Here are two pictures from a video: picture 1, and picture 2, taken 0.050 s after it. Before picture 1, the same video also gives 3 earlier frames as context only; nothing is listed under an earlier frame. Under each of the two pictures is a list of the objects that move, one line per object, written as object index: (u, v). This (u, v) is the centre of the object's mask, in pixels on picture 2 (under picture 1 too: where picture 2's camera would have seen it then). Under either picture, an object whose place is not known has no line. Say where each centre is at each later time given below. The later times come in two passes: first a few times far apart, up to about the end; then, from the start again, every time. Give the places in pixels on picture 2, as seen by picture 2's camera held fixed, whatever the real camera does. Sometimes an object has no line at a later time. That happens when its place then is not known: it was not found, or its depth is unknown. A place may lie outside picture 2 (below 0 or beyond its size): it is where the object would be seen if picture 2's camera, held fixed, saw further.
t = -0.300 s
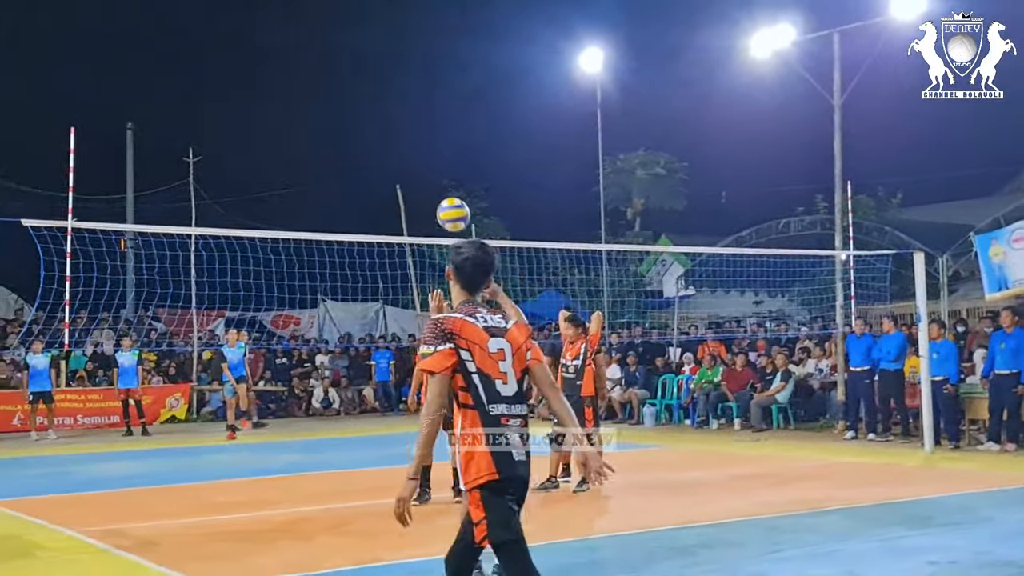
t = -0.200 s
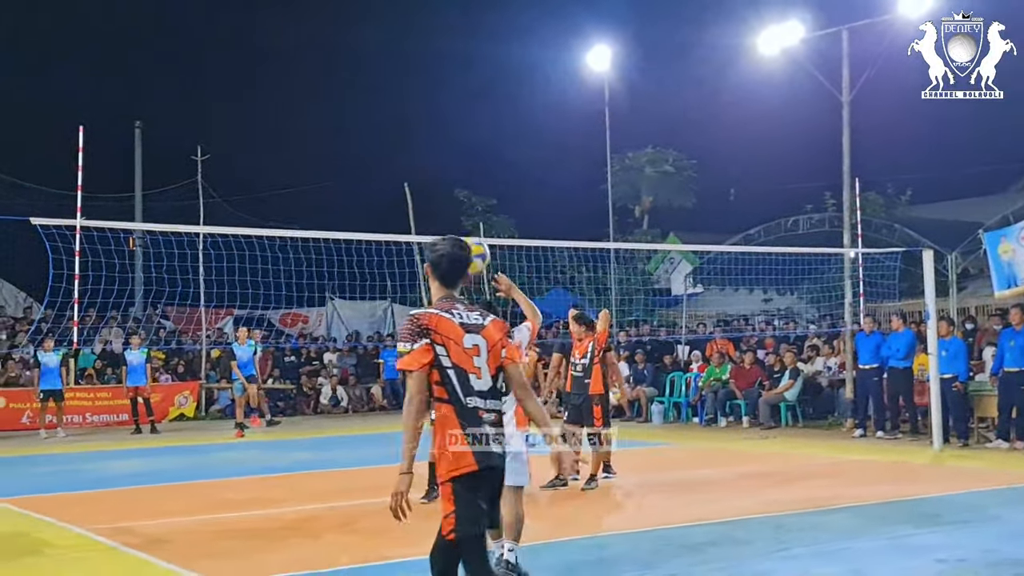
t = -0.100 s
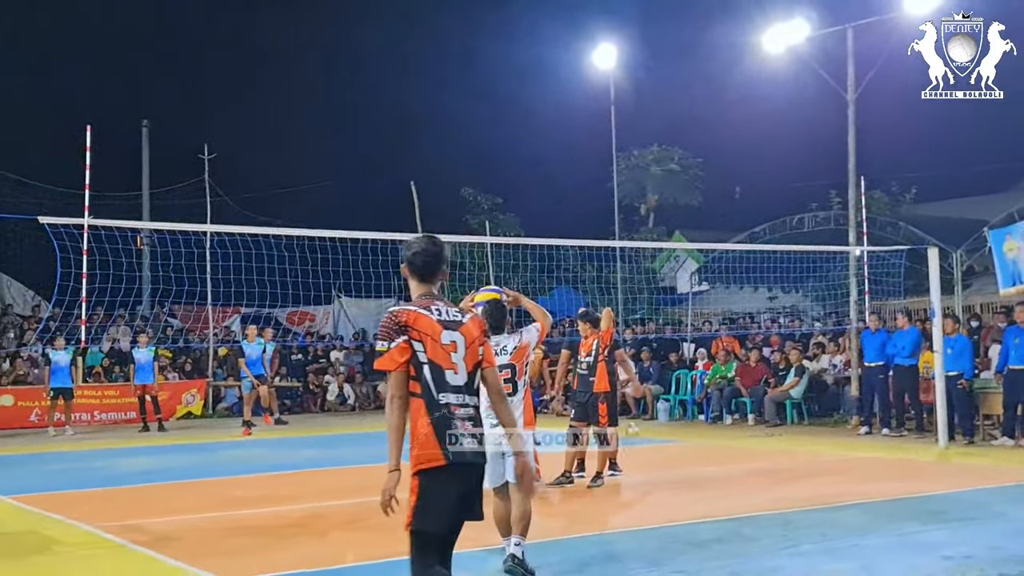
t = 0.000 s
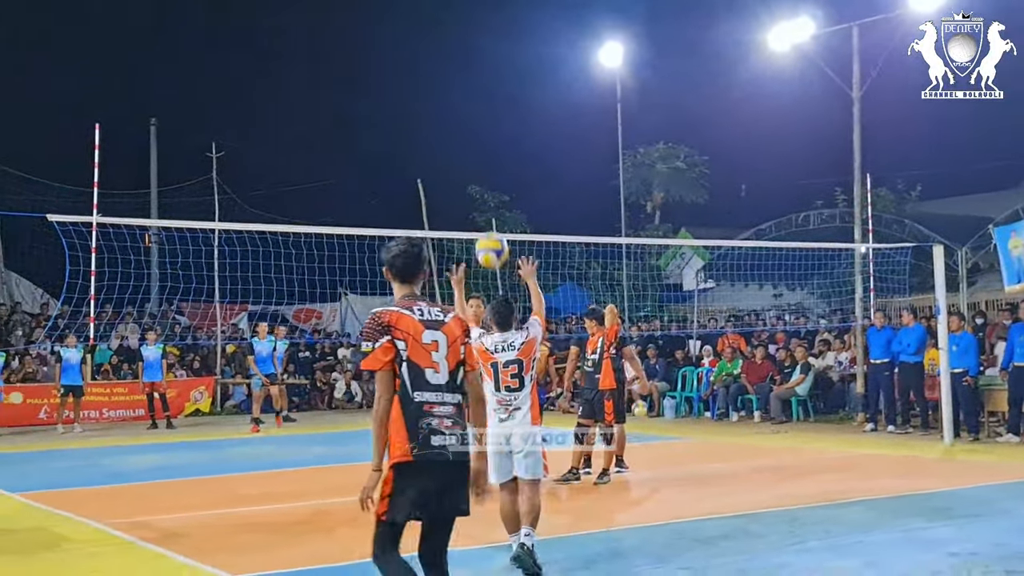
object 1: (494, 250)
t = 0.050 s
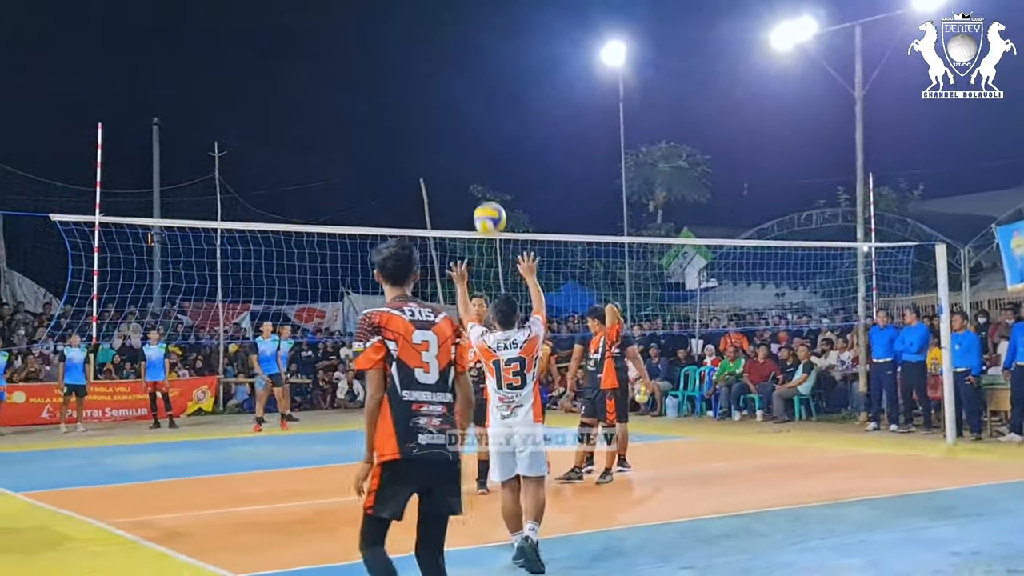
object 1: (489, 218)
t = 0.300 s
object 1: (471, 135)
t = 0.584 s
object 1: (455, 151)
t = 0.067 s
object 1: (488, 210)
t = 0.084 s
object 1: (487, 201)
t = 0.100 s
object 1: (485, 194)
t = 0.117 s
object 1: (484, 186)
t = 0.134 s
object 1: (483, 179)
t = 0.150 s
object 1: (481, 173)
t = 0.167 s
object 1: (480, 167)
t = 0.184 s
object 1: (479, 161)
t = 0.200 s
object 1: (478, 157)
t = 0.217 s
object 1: (477, 152)
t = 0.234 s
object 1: (476, 148)
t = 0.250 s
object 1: (475, 144)
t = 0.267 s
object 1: (474, 141)
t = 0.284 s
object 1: (472, 138)
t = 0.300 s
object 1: (471, 135)
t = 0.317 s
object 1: (470, 133)
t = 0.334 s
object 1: (469, 132)
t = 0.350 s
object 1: (468, 130)
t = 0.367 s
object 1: (467, 130)
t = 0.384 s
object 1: (466, 130)
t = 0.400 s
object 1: (465, 129)
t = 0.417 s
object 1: (464, 129)
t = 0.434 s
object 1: (463, 130)
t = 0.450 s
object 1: (462, 131)
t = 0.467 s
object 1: (461, 132)
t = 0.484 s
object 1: (460, 134)
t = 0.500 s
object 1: (459, 136)
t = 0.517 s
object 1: (458, 138)
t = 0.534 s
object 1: (457, 141)
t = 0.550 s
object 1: (456, 144)
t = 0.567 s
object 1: (456, 147)
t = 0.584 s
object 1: (455, 151)
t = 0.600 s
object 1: (454, 154)
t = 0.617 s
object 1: (454, 159)
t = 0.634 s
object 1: (453, 163)
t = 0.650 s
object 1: (452, 168)
